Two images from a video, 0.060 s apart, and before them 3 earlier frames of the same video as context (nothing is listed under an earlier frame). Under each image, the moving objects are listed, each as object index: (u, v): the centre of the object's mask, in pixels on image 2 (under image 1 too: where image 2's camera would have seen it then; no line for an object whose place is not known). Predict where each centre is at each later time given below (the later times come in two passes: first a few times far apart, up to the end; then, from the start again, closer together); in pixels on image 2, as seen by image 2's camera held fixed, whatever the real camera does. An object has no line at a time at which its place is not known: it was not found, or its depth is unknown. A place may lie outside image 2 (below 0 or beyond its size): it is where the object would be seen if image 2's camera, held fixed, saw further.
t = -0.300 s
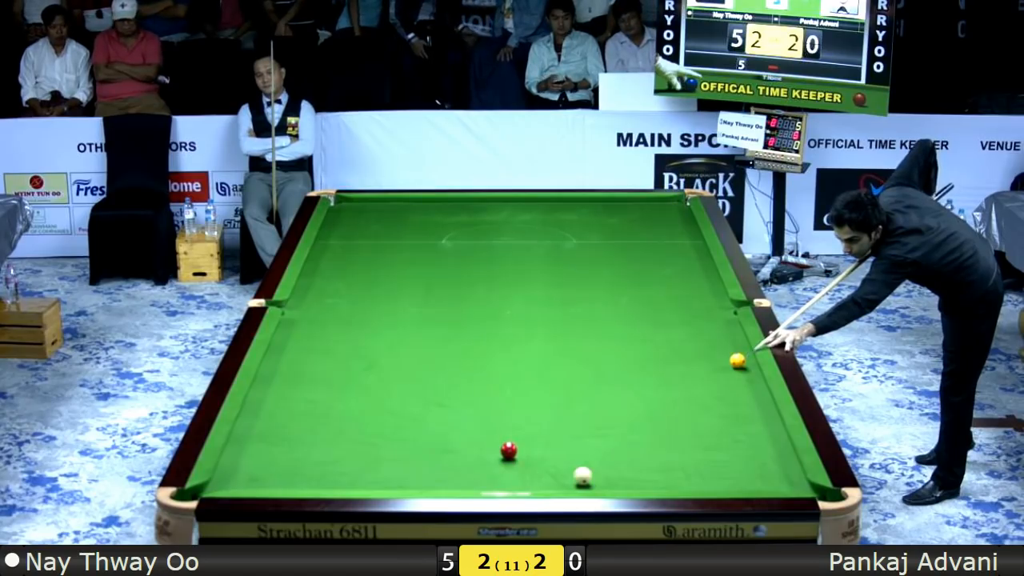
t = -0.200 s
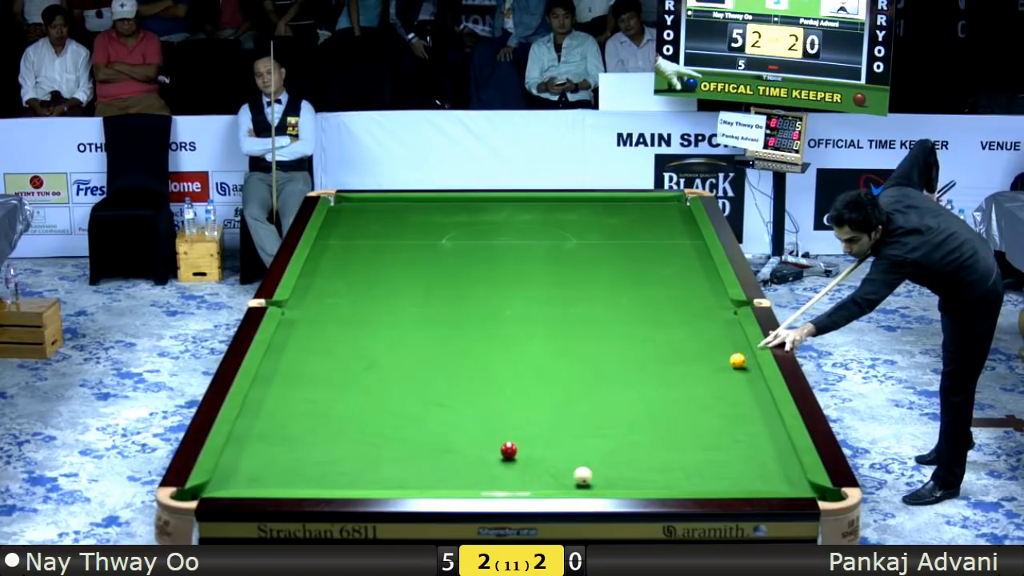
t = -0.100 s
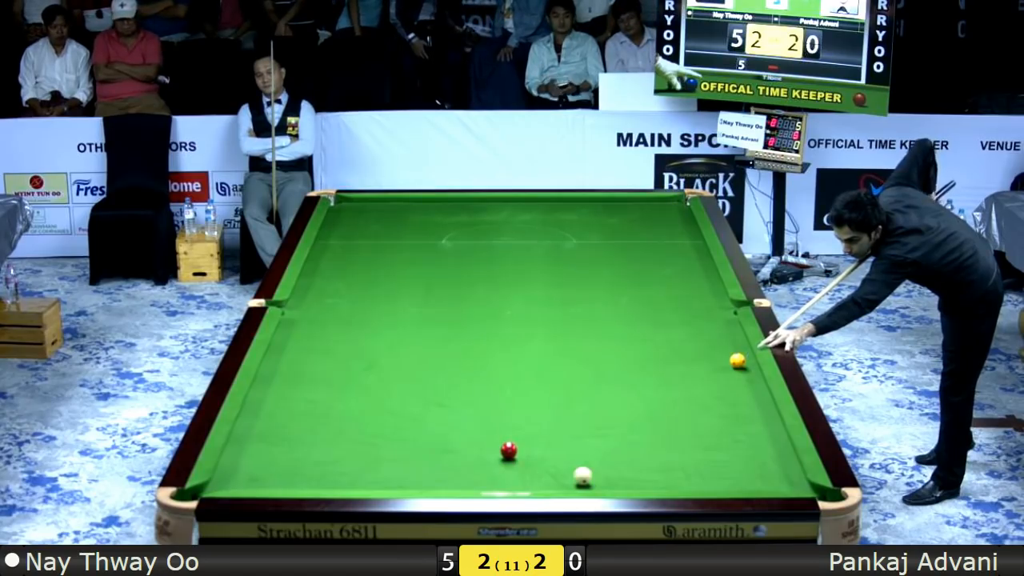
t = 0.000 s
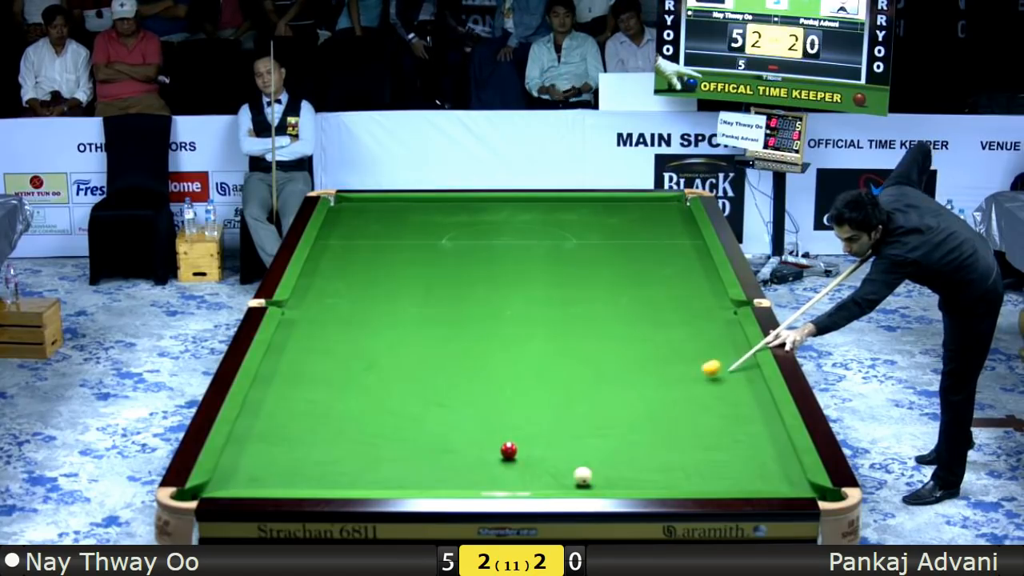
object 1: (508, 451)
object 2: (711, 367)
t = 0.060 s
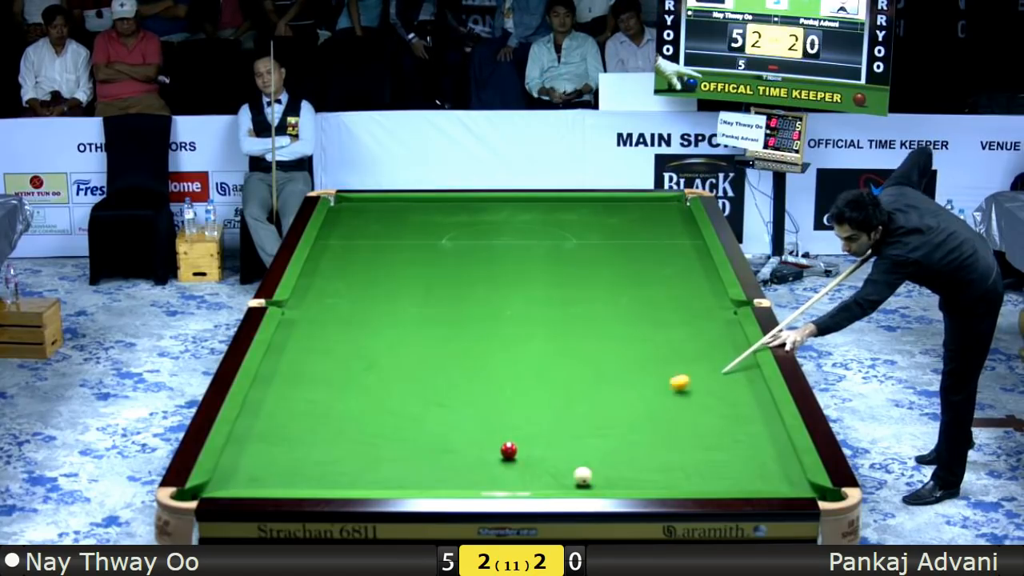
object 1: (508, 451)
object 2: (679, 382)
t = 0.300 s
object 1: (508, 451)
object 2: (551, 434)
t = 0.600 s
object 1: (367, 480)
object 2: (541, 464)
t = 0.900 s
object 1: (253, 476)
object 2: (562, 482)
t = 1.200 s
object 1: (279, 458)
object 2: (586, 481)
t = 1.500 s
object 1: (351, 441)
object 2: (612, 480)
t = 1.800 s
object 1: (417, 424)
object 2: (633, 478)
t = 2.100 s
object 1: (478, 409)
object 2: (652, 474)
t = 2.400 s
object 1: (534, 396)
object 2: (668, 472)
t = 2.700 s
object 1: (585, 383)
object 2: (682, 470)
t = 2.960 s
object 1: (626, 373)
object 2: (692, 469)
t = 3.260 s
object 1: (670, 361)
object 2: (702, 468)
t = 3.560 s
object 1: (710, 351)
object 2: (708, 467)
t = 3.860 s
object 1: (737, 342)
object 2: (713, 467)
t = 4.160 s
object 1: (712, 336)
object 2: (715, 467)
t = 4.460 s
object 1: (688, 330)
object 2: (715, 467)
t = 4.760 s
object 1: (667, 325)
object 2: (714, 467)
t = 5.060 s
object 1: (649, 320)
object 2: (715, 467)
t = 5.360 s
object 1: (631, 316)
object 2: (715, 467)
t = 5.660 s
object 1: (616, 312)
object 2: (715, 467)
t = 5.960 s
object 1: (601, 309)
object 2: (715, 467)
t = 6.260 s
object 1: (589, 306)
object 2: (715, 467)
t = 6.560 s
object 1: (578, 303)
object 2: (715, 467)
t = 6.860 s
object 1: (569, 301)
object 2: (715, 467)
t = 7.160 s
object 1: (561, 299)
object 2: (715, 467)
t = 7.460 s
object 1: (555, 298)
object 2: (715, 467)
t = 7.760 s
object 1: (550, 296)
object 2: (715, 467)
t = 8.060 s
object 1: (547, 296)
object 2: (715, 467)
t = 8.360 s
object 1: (545, 296)
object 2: (715, 467)
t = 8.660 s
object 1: (545, 295)
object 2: (715, 467)
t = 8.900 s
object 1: (545, 295)
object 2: (715, 467)
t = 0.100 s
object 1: (508, 451)
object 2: (658, 391)
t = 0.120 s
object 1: (508, 451)
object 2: (648, 395)
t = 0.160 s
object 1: (508, 451)
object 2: (626, 404)
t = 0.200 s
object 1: (508, 451)
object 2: (605, 413)
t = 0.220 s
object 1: (508, 451)
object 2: (594, 417)
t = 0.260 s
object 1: (508, 451)
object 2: (573, 426)
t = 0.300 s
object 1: (508, 451)
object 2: (551, 434)
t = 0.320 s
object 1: (508, 451)
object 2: (541, 439)
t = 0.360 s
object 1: (504, 452)
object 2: (524, 447)
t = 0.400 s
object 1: (479, 457)
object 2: (527, 450)
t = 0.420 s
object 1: (467, 459)
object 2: (529, 452)
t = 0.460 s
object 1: (444, 465)
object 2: (531, 454)
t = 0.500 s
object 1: (421, 470)
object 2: (534, 457)
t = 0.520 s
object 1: (409, 472)
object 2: (535, 459)
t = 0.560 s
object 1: (388, 477)
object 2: (538, 461)
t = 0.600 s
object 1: (367, 480)
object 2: (541, 464)
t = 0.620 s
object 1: (357, 482)
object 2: (543, 466)
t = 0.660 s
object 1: (337, 484)
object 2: (545, 468)
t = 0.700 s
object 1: (319, 485)
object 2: (548, 471)
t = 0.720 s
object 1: (312, 484)
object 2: (550, 472)
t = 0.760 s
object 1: (299, 482)
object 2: (552, 475)
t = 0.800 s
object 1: (286, 481)
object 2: (555, 478)
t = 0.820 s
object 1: (279, 480)
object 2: (556, 479)
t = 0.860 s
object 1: (266, 478)
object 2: (559, 481)
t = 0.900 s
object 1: (253, 476)
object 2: (562, 482)
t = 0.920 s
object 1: (247, 475)
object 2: (563, 483)
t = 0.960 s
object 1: (233, 473)
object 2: (566, 485)
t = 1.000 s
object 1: (223, 470)
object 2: (569, 486)
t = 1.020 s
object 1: (228, 469)
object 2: (571, 485)
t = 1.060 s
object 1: (241, 466)
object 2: (574, 484)
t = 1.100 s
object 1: (253, 464)
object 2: (578, 484)
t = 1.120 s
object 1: (259, 463)
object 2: (580, 484)
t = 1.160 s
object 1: (268, 460)
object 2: (583, 482)
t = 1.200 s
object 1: (279, 458)
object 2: (586, 481)
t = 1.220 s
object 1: (283, 457)
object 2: (588, 481)
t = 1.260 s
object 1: (293, 454)
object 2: (592, 481)
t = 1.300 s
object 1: (303, 452)
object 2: (596, 481)
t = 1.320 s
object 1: (308, 451)
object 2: (597, 481)
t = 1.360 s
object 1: (318, 448)
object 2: (601, 481)
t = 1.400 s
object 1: (327, 446)
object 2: (604, 481)
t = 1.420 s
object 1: (332, 445)
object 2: (606, 480)
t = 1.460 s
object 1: (341, 443)
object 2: (609, 480)
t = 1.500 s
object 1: (351, 441)
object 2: (612, 480)
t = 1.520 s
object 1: (355, 439)
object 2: (613, 480)
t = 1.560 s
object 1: (364, 437)
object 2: (616, 479)
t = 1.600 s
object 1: (373, 435)
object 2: (619, 479)
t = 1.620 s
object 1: (378, 434)
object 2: (621, 479)
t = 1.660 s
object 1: (387, 432)
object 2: (624, 479)
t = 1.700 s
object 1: (395, 430)
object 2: (627, 479)
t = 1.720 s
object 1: (400, 428)
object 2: (628, 478)
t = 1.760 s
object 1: (408, 426)
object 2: (631, 478)
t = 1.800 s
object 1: (417, 424)
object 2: (633, 478)
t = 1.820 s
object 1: (421, 423)
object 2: (635, 478)
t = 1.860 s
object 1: (429, 421)
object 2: (637, 478)
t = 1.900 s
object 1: (438, 419)
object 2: (640, 477)
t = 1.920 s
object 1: (442, 418)
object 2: (641, 477)
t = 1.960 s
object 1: (450, 416)
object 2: (644, 476)
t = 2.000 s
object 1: (458, 414)
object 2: (646, 476)
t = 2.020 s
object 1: (462, 413)
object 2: (647, 475)
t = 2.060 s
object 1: (470, 411)
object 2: (650, 475)
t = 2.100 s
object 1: (478, 409)
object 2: (652, 474)
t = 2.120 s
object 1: (482, 409)
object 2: (653, 474)
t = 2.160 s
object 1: (489, 407)
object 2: (656, 474)
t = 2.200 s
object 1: (497, 405)
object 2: (658, 474)
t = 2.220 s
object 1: (501, 404)
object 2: (659, 474)
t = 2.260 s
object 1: (508, 402)
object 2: (661, 473)
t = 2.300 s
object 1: (516, 400)
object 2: (664, 473)
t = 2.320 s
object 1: (519, 399)
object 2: (664, 473)
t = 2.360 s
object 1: (527, 397)
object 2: (667, 473)
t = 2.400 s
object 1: (534, 396)
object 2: (668, 472)
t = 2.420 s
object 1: (537, 395)
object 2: (669, 472)
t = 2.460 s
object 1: (544, 393)
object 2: (671, 472)
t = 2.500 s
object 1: (551, 391)
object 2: (673, 471)
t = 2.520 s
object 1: (555, 390)
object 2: (674, 471)
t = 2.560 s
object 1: (562, 389)
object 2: (676, 471)
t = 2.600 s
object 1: (569, 387)
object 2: (678, 471)
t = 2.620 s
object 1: (572, 386)
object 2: (679, 471)
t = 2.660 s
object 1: (579, 384)
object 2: (680, 471)
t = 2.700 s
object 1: (585, 383)
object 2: (682, 470)
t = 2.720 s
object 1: (588, 382)
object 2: (683, 470)
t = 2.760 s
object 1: (595, 380)
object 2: (685, 470)
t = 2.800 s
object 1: (601, 379)
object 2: (686, 470)
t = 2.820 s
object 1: (605, 378)
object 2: (687, 470)
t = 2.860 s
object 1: (611, 376)
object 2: (689, 470)
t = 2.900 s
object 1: (617, 375)
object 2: (690, 469)
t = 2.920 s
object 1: (620, 374)
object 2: (691, 469)
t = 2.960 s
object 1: (626, 373)
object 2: (692, 469)
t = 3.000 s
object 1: (632, 371)
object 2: (693, 469)
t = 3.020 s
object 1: (635, 370)
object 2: (694, 469)
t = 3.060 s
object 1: (641, 369)
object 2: (696, 469)
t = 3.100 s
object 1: (647, 367)
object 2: (697, 469)
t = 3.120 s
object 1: (650, 367)
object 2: (697, 469)
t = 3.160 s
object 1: (656, 365)
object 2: (699, 468)
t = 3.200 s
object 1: (662, 364)
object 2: (700, 468)
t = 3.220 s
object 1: (664, 363)
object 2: (701, 468)
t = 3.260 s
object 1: (670, 361)
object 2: (702, 468)
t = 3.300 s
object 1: (676, 360)
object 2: (703, 468)
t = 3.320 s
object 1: (679, 359)
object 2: (703, 468)
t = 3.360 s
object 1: (684, 358)
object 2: (704, 468)
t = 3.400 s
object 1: (689, 357)
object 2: (705, 468)
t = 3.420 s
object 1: (692, 356)
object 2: (706, 468)
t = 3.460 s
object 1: (697, 355)
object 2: (707, 468)
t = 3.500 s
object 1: (702, 353)
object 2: (707, 468)
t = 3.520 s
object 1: (705, 353)
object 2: (708, 468)
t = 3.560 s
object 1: (710, 351)
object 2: (708, 467)
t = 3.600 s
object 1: (715, 350)
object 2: (709, 468)
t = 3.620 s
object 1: (718, 349)
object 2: (710, 467)
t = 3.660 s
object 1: (723, 348)
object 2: (710, 467)
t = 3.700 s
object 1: (728, 347)
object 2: (711, 467)
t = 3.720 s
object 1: (730, 346)
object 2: (711, 467)
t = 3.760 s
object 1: (735, 345)
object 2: (712, 467)
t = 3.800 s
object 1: (740, 344)
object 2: (712, 467)
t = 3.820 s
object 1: (742, 343)
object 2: (713, 467)
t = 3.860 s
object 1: (737, 342)
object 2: (713, 467)
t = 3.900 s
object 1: (734, 341)
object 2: (713, 467)
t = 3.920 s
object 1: (732, 341)
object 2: (714, 467)
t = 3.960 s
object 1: (728, 340)
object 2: (714, 467)
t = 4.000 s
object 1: (725, 339)
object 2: (714, 467)
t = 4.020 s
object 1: (723, 339)
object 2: (714, 467)
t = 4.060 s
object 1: (720, 338)
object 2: (715, 467)
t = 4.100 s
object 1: (717, 337)
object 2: (715, 467)
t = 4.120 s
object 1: (715, 337)
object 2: (715, 467)
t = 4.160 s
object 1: (712, 336)
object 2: (715, 467)
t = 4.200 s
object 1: (709, 335)
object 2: (715, 467)
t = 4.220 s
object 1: (707, 335)
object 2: (715, 467)
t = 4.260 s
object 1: (704, 334)
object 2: (715, 467)
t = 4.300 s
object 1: (701, 333)
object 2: (715, 467)
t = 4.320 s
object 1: (699, 333)
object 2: (715, 467)
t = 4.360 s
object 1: (696, 332)
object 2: (715, 467)
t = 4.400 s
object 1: (693, 331)
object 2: (715, 467)
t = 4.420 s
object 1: (691, 331)
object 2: (715, 467)
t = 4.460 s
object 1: (688, 330)
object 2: (715, 467)
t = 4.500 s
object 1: (686, 329)
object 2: (715, 467)
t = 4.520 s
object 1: (684, 329)
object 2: (715, 467)
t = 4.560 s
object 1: (681, 328)
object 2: (715, 467)
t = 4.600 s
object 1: (678, 328)
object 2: (715, 467)
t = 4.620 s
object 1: (677, 327)
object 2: (715, 467)
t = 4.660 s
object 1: (674, 327)
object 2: (715, 467)
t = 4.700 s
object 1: (672, 326)
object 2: (715, 467)
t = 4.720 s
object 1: (670, 326)
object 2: (715, 467)
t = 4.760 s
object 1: (667, 325)
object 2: (714, 467)
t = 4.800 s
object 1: (665, 324)
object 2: (715, 467)
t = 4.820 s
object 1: (663, 324)
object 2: (715, 467)
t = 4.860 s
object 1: (661, 323)
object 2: (715, 467)
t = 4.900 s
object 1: (658, 323)
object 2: (715, 467)
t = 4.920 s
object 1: (657, 323)
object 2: (715, 467)
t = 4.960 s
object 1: (655, 322)
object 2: (715, 467)
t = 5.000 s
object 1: (652, 321)
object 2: (715, 467)
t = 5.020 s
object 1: (651, 321)
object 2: (715, 467)
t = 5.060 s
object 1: (649, 320)
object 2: (715, 467)
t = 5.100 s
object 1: (646, 320)
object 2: (715, 467)
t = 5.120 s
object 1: (645, 320)
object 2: (715, 467)
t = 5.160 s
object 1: (643, 319)
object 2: (715, 467)
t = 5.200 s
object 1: (640, 318)
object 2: (715, 467)
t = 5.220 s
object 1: (639, 318)
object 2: (715, 467)
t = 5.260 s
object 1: (637, 318)
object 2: (715, 467)
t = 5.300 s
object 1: (635, 317)
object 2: (715, 467)
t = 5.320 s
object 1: (633, 316)
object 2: (715, 467)
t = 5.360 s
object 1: (631, 316)
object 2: (715, 467)
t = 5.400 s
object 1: (629, 316)
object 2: (715, 467)
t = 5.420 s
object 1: (628, 315)
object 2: (715, 467)
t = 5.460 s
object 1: (626, 315)
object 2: (714, 467)
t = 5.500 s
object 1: (624, 314)
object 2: (715, 467)
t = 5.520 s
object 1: (623, 314)
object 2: (715, 467)
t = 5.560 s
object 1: (621, 314)
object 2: (715, 467)
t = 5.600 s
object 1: (619, 313)
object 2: (715, 467)
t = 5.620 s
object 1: (618, 313)
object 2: (715, 467)
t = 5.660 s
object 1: (616, 312)
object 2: (715, 467)
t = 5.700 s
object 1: (614, 312)
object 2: (715, 467)
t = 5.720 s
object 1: (613, 311)
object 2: (715, 467)
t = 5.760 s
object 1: (611, 311)
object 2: (715, 467)
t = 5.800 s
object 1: (609, 311)
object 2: (715, 467)
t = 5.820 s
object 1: (608, 310)
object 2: (715, 467)
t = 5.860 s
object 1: (606, 310)
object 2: (715, 467)
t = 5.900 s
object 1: (604, 309)
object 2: (715, 467)
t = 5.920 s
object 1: (603, 309)
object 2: (715, 467)
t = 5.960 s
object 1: (601, 309)
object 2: (715, 467)
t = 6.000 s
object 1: (600, 308)
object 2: (715, 467)
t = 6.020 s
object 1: (599, 308)
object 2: (715, 467)
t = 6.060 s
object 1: (597, 308)
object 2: (715, 467)
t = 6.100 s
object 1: (596, 307)
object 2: (715, 467)
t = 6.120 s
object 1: (595, 307)
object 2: (715, 467)
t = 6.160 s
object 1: (593, 307)
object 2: (715, 467)
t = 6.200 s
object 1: (592, 306)
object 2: (715, 467)
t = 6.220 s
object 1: (591, 306)
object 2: (715, 467)
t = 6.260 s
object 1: (589, 306)
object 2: (715, 467)
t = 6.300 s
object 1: (588, 305)
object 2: (715, 467)
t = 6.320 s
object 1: (587, 305)
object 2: (715, 467)
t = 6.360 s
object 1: (585, 305)
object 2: (715, 467)
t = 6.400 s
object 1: (584, 304)
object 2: (715, 467)
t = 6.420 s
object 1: (583, 304)
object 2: (715, 467)
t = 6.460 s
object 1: (582, 304)
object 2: (715, 467)
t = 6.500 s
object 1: (580, 303)
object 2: (715, 467)
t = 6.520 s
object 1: (580, 303)
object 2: (715, 467)
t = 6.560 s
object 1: (578, 303)
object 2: (715, 467)
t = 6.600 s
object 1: (577, 303)
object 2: (715, 467)
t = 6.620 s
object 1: (576, 302)
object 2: (715, 467)
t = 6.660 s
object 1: (575, 302)
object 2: (715, 467)
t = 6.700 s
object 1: (574, 302)
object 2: (715, 467)
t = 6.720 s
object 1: (573, 302)
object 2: (715, 467)
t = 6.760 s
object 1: (572, 301)
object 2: (715, 467)
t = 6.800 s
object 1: (571, 301)
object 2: (715, 467)
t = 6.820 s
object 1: (570, 301)
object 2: (715, 467)
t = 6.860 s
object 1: (569, 301)
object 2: (715, 467)
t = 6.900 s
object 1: (568, 301)
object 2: (715, 467)
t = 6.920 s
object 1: (567, 300)
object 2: (715, 467)
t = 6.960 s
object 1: (566, 300)
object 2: (715, 467)
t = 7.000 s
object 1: (565, 300)
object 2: (715, 467)
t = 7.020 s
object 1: (565, 300)
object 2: (715, 467)
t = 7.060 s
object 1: (564, 299)
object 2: (715, 467)
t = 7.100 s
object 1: (563, 299)
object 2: (715, 467)
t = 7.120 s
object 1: (562, 299)
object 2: (715, 467)
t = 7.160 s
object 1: (561, 299)
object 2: (715, 467)
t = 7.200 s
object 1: (560, 299)
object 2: (715, 467)
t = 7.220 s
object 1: (560, 299)
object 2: (715, 467)
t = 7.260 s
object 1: (559, 299)
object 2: (715, 467)
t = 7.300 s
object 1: (558, 298)
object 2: (715, 467)
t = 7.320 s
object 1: (558, 298)
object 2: (715, 467)
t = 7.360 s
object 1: (557, 298)
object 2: (715, 467)
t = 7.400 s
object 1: (556, 298)
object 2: (715, 467)
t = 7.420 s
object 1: (556, 298)
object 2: (715, 467)
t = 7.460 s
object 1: (555, 298)
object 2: (715, 467)
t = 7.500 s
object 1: (555, 297)
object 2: (715, 467)
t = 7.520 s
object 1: (554, 298)
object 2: (715, 467)
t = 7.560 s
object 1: (553, 297)
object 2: (715, 467)
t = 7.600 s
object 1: (553, 297)
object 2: (715, 467)
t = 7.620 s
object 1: (552, 297)
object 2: (715, 467)
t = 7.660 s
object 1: (552, 297)
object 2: (715, 467)
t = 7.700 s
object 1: (551, 297)
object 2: (715, 467)
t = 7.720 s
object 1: (551, 296)
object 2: (715, 467)
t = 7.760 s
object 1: (550, 296)
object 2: (715, 467)
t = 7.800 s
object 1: (550, 296)
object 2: (715, 467)
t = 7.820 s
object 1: (550, 296)
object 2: (715, 467)
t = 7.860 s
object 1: (549, 296)
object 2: (715, 467)
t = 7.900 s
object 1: (549, 296)
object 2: (715, 467)
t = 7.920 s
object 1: (549, 296)
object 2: (715, 467)
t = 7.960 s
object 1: (548, 296)
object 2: (715, 467)
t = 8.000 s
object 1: (548, 296)
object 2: (715, 467)
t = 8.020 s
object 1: (548, 296)
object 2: (715, 467)
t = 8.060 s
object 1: (547, 296)
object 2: (715, 467)
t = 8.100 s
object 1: (547, 296)
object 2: (715, 467)
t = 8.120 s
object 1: (547, 296)
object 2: (715, 467)
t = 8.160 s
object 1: (546, 296)
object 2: (715, 467)
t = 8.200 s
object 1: (546, 296)
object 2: (715, 467)
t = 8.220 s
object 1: (546, 295)
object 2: (715, 467)
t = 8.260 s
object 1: (546, 296)
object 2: (715, 467)
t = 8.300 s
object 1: (545, 296)
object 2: (715, 467)
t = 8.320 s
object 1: (545, 296)
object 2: (715, 467)
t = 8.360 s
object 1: (545, 296)
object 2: (715, 467)
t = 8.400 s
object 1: (545, 296)
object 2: (715, 467)
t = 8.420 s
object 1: (545, 296)
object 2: (715, 467)
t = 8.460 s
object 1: (545, 296)
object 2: (715, 467)
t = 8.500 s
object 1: (545, 295)
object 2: (715, 467)
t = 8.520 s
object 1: (545, 296)
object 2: (715, 467)
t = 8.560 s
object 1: (545, 296)
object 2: (715, 467)
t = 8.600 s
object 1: (545, 295)
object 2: (715, 467)
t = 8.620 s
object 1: (545, 295)
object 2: (715, 467)
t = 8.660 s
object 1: (545, 295)
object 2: (715, 467)
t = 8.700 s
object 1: (545, 295)
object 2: (715, 467)
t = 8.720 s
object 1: (545, 296)
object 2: (715, 467)
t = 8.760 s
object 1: (545, 296)
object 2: (715, 467)
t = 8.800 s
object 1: (545, 295)
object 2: (715, 467)
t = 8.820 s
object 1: (545, 295)
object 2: (715, 467)
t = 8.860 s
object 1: (545, 295)
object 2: (715, 467)
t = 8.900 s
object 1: (545, 295)
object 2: (715, 467)
